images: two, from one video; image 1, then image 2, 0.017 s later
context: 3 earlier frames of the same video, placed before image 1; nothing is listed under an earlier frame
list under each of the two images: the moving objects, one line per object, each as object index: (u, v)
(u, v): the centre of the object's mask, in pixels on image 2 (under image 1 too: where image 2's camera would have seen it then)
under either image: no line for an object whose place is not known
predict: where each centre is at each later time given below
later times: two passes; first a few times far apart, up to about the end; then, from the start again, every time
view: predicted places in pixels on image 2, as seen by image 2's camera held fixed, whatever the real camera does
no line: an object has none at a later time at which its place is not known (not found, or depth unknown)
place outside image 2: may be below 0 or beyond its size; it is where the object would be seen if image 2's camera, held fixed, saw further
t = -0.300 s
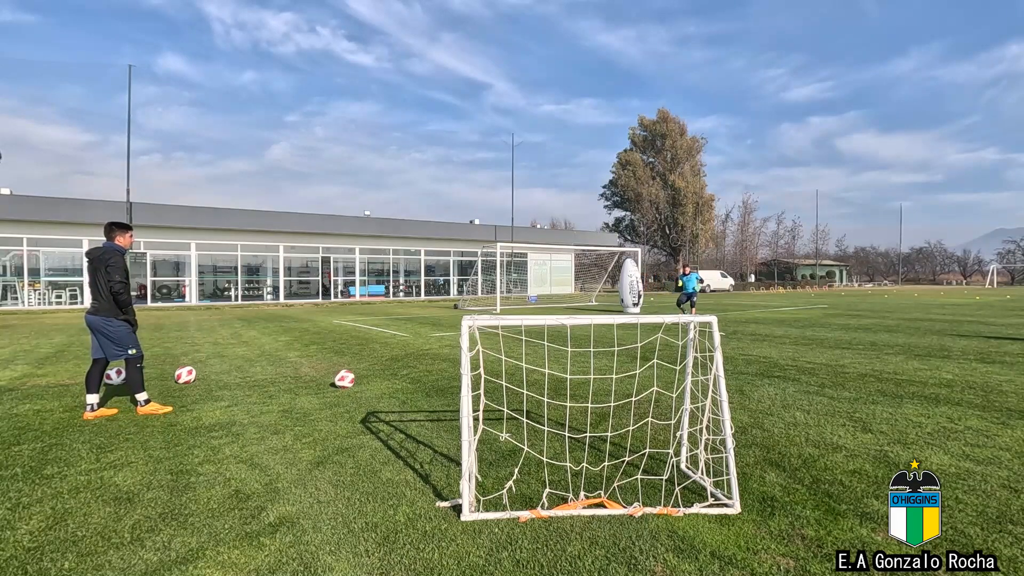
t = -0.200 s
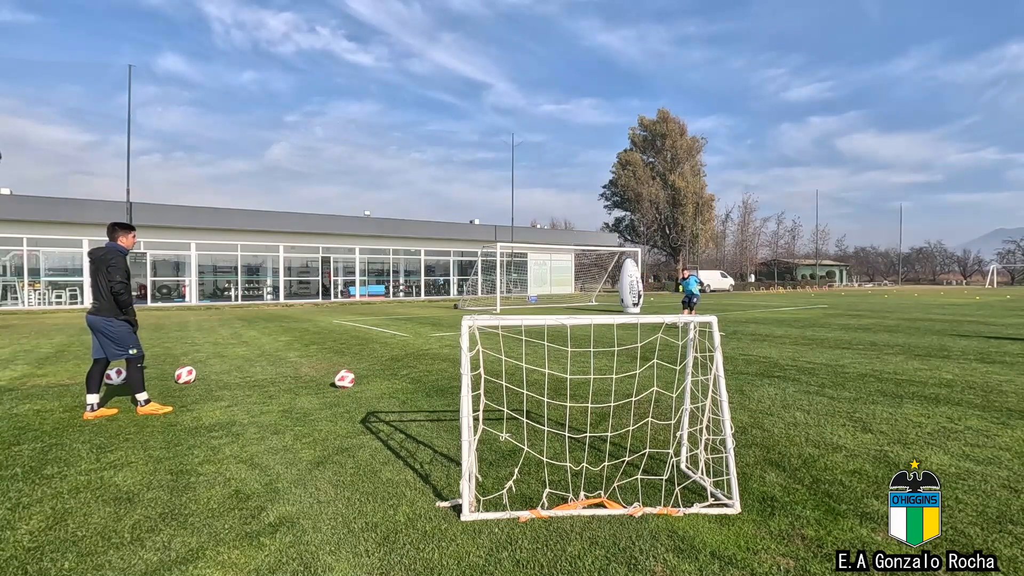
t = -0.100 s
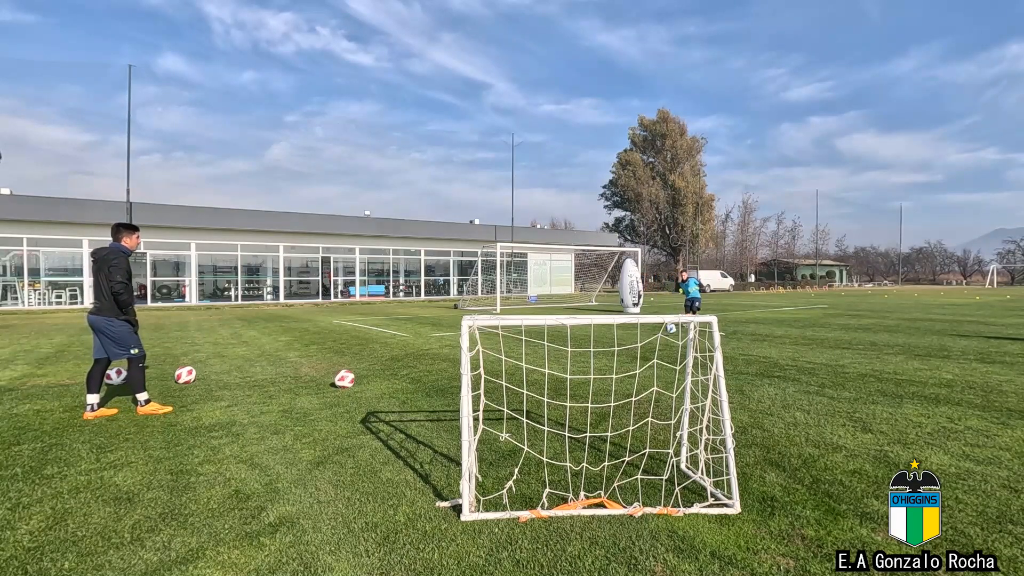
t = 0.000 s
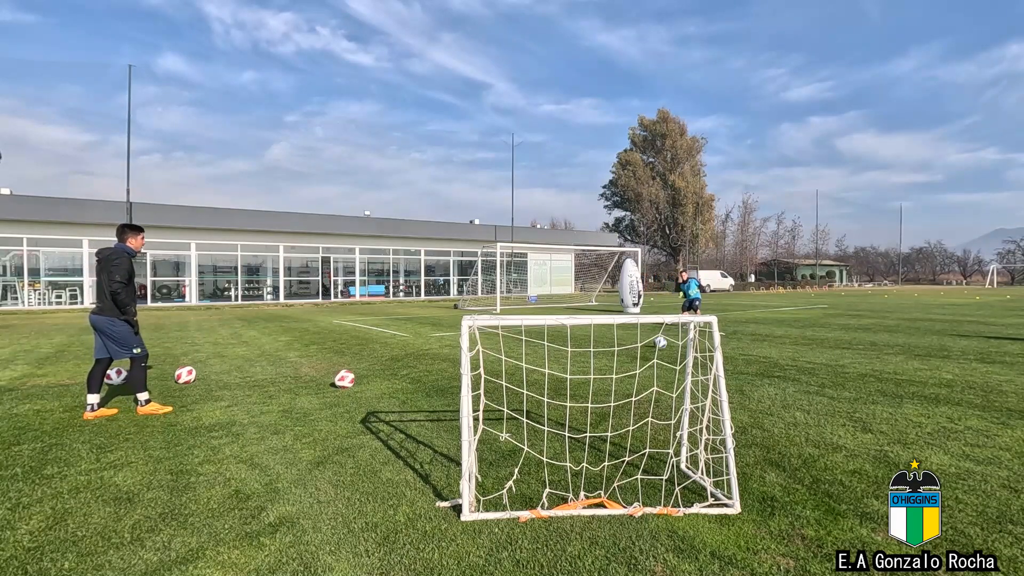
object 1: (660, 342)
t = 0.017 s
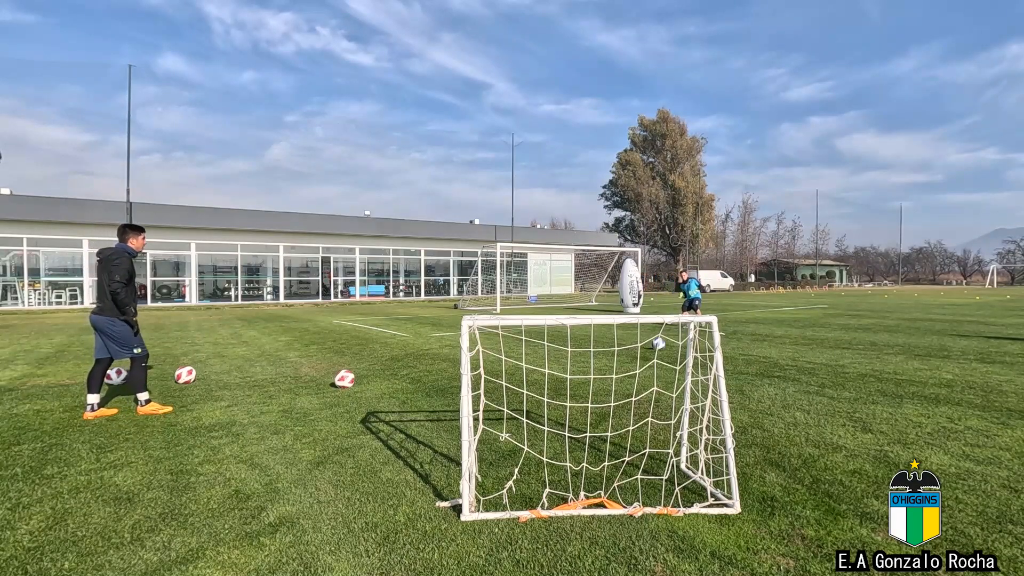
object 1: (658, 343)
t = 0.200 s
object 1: (626, 374)
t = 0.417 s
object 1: (522, 470)
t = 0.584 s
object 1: (211, 551)
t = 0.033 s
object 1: (656, 345)
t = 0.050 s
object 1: (654, 347)
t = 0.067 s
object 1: (652, 348)
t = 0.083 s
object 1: (650, 350)
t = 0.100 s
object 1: (647, 352)
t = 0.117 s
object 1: (645, 354)
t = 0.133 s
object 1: (641, 358)
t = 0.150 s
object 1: (638, 361)
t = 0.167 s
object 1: (634, 364)
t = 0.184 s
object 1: (630, 368)
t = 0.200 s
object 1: (626, 374)
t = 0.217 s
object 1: (622, 379)
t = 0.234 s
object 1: (617, 383)
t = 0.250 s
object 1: (612, 386)
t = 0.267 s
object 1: (607, 390)
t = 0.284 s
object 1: (601, 395)
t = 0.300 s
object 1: (594, 399)
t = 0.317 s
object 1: (587, 406)
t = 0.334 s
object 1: (579, 413)
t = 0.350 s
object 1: (570, 421)
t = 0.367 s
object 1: (561, 432)
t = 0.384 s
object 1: (549, 443)
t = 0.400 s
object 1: (536, 458)
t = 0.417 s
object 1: (522, 470)
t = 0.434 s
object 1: (505, 482)
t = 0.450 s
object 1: (487, 494)
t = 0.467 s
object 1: (469, 497)
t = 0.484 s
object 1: (447, 501)
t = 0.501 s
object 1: (423, 506)
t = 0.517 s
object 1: (395, 512)
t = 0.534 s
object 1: (361, 521)
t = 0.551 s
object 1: (320, 533)
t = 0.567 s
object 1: (271, 543)
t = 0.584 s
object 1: (211, 551)
